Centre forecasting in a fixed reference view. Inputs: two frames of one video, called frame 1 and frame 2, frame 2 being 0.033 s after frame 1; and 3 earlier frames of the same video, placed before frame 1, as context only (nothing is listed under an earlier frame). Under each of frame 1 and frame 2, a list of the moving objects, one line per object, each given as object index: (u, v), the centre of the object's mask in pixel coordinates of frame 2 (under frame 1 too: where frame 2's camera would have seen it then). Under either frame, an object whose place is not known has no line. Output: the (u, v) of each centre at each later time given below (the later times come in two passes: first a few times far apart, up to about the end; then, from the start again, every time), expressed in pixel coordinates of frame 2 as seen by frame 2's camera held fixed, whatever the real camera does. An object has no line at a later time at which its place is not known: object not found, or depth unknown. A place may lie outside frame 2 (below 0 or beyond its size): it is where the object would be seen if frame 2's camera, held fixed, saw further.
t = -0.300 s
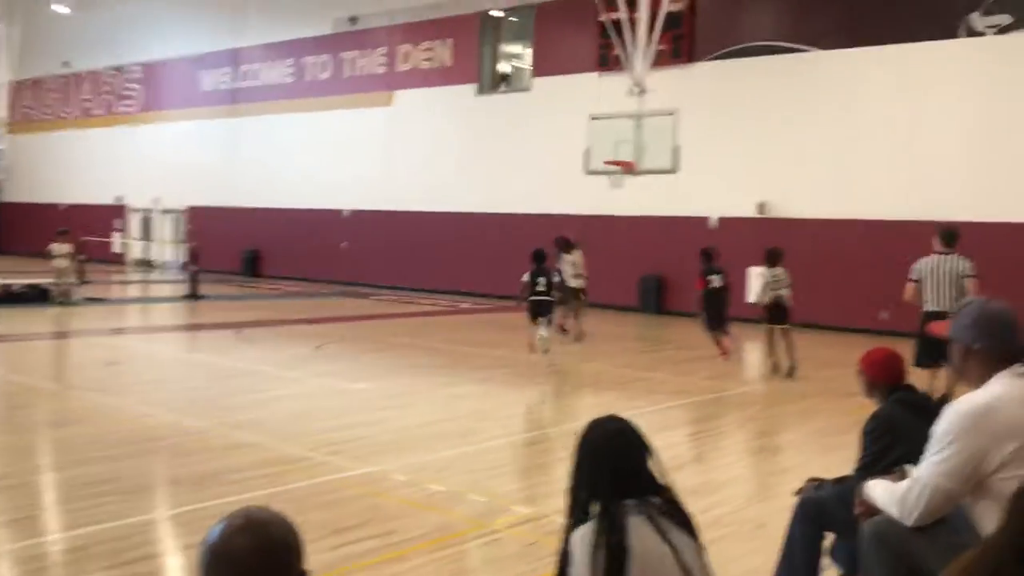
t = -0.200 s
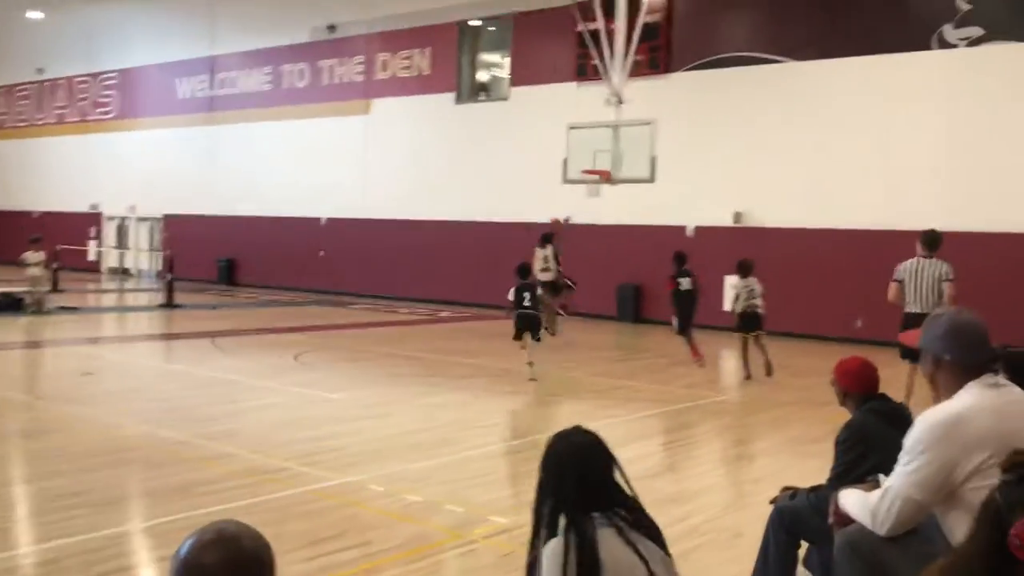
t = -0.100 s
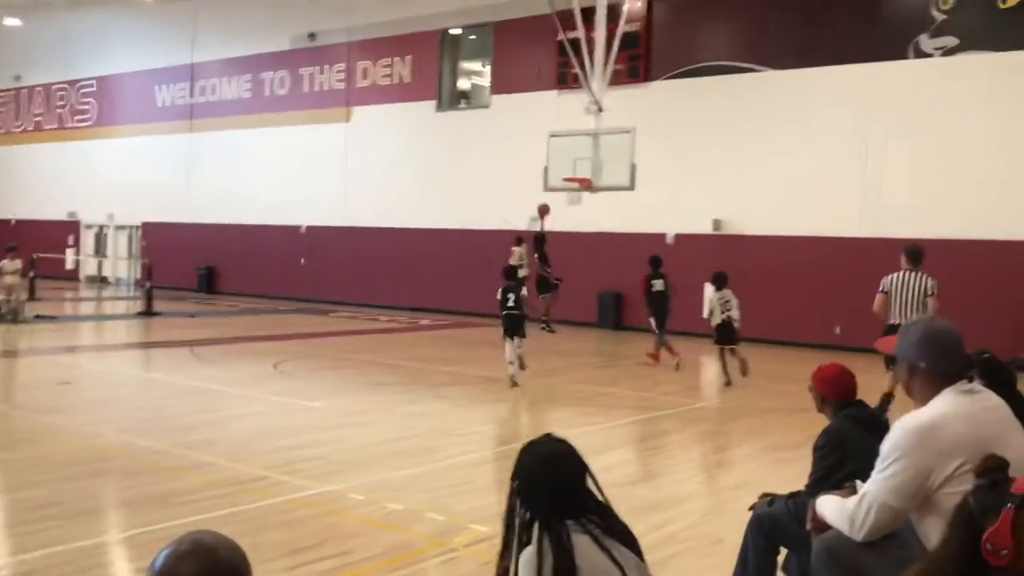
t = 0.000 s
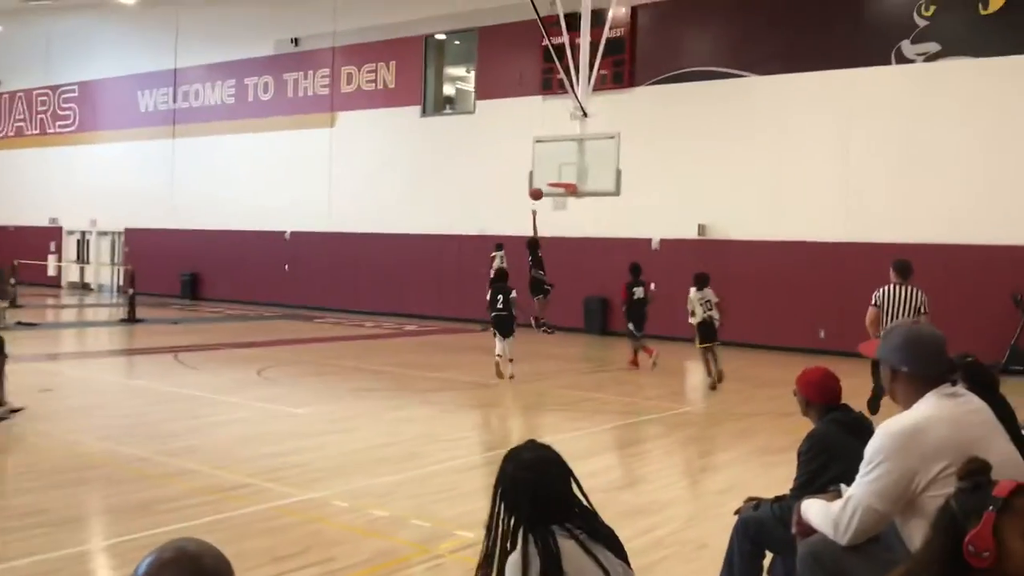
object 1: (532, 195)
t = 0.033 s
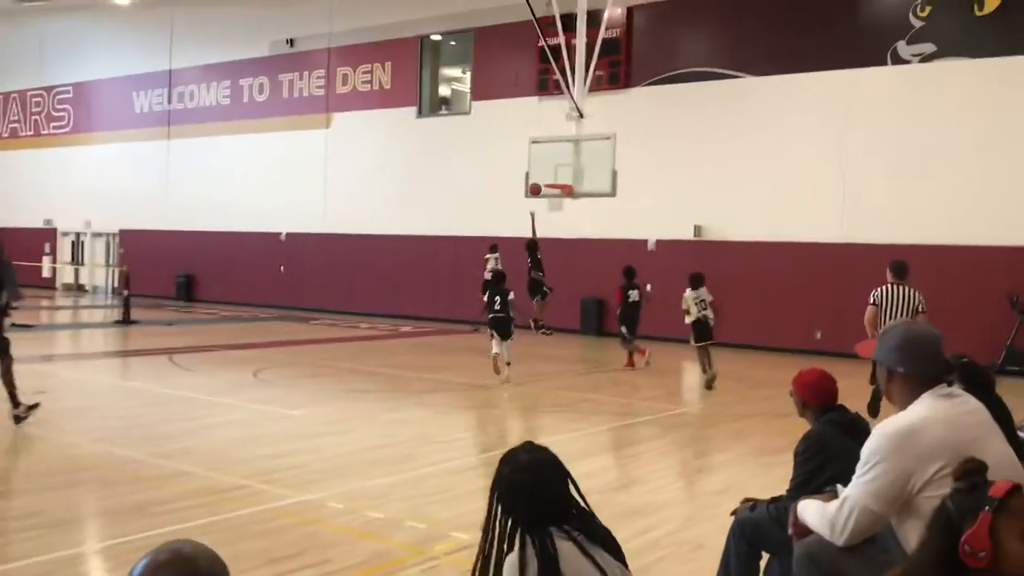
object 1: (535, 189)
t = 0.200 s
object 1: (546, 168)
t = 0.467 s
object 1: (557, 165)
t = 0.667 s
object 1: (558, 186)
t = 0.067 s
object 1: (537, 183)
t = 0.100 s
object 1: (539, 179)
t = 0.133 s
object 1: (541, 175)
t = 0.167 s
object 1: (544, 171)
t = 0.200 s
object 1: (546, 168)
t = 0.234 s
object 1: (548, 166)
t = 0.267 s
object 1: (553, 163)
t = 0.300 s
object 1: (555, 163)
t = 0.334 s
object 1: (556, 162)
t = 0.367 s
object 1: (556, 162)
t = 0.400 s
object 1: (557, 162)
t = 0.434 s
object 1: (557, 163)
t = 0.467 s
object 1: (557, 165)
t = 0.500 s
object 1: (558, 167)
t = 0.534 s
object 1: (558, 169)
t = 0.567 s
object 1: (558, 173)
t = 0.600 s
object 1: (558, 176)
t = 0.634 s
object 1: (558, 181)
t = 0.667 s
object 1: (558, 186)
